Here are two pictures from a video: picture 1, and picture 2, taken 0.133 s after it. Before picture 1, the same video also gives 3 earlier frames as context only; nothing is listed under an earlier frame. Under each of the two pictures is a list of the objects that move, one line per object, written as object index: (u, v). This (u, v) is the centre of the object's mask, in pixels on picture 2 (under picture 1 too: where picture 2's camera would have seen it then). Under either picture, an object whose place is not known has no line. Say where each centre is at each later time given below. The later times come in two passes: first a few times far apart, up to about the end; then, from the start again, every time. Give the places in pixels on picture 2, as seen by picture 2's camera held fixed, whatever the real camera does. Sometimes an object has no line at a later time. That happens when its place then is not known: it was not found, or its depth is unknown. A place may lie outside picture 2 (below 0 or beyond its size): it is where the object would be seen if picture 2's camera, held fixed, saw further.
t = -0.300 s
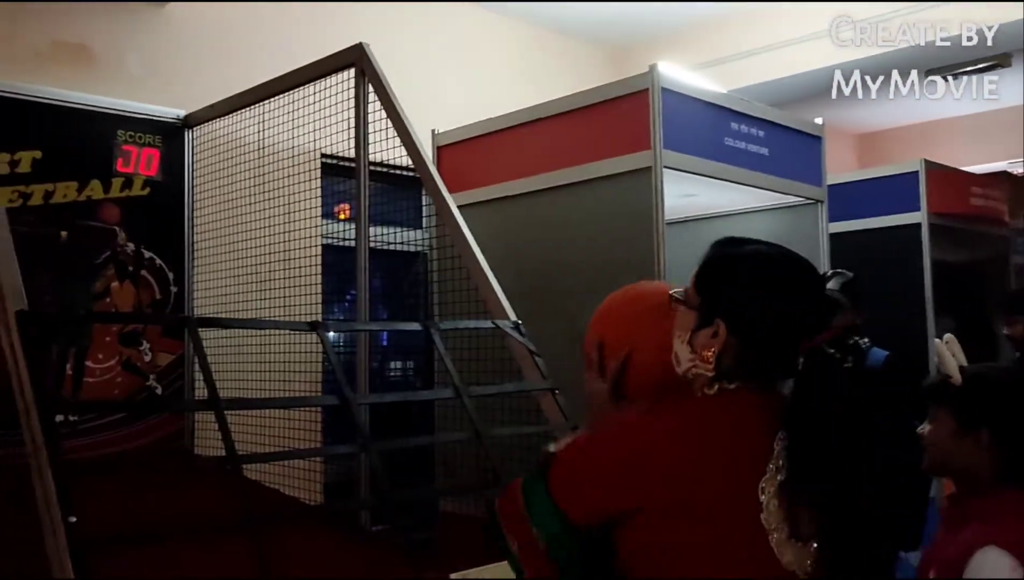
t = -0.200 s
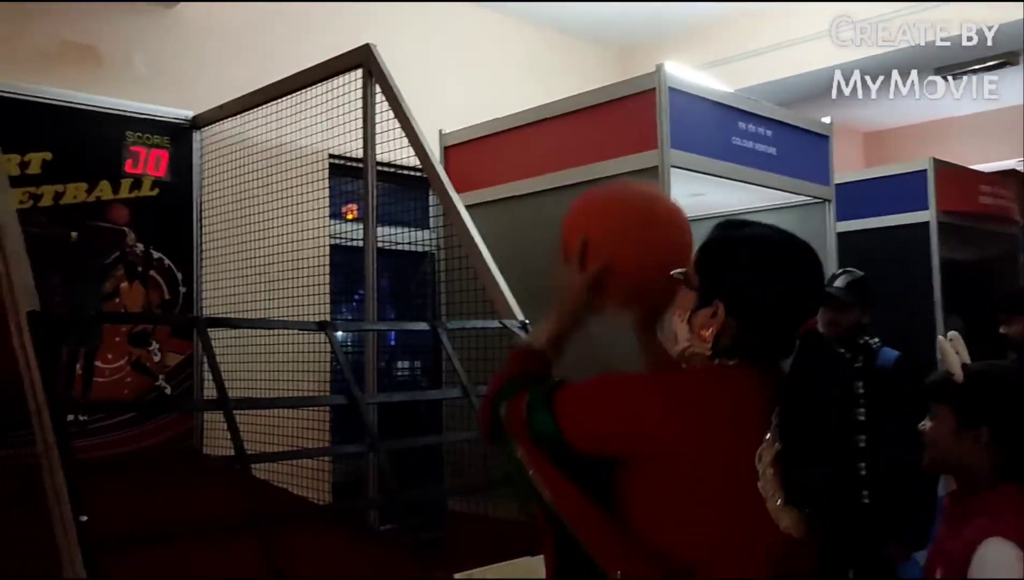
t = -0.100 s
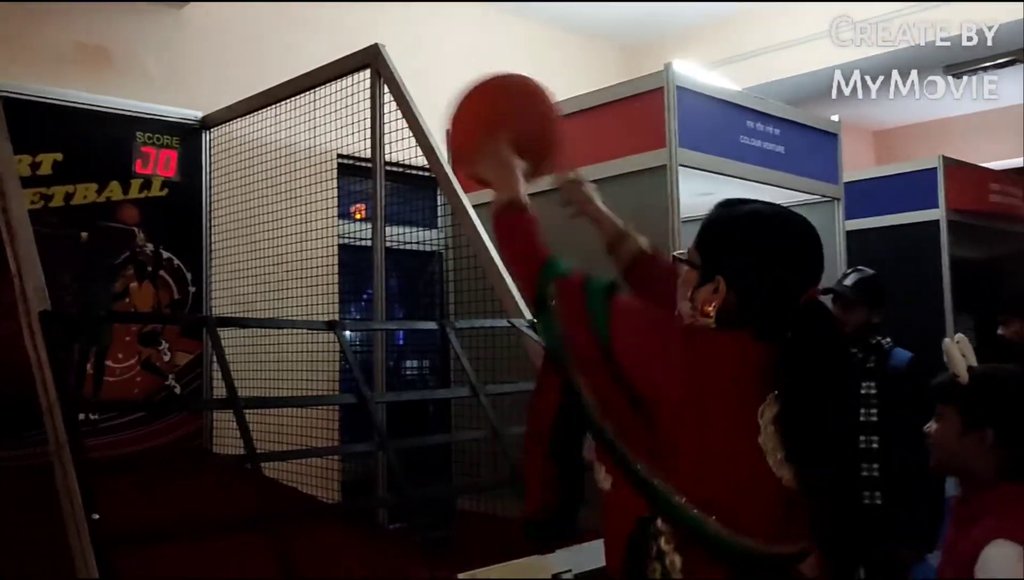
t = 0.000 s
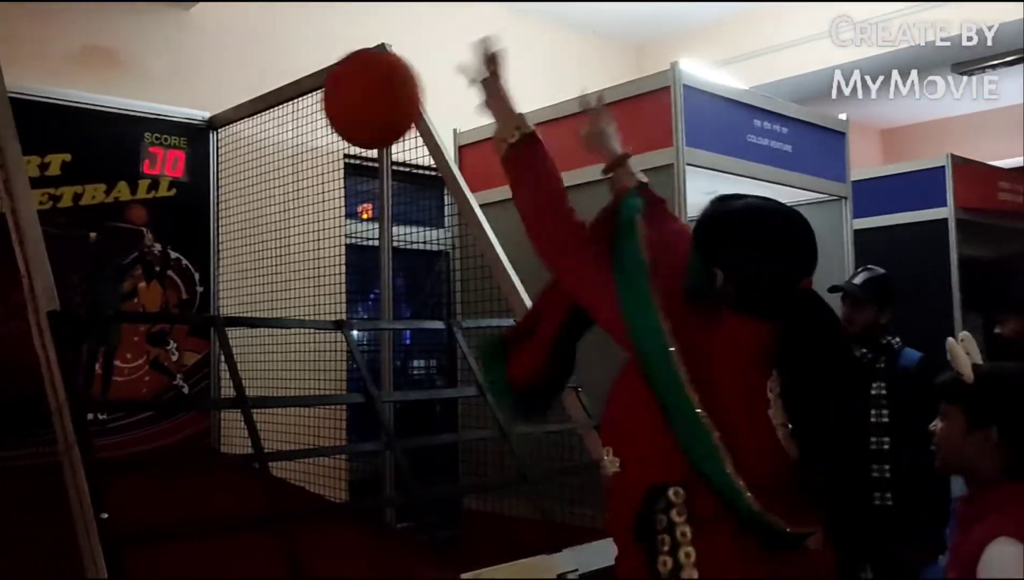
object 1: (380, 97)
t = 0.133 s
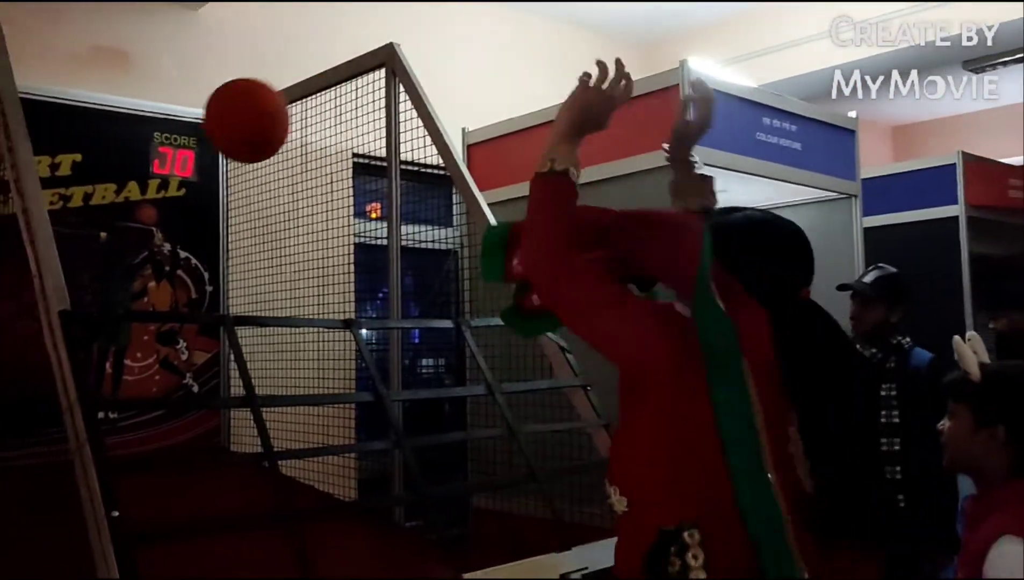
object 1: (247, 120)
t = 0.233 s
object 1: (172, 168)
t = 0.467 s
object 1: (230, 205)
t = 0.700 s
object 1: (374, 281)
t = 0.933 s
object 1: (273, 303)
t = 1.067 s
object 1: (229, 376)
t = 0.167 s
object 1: (220, 134)
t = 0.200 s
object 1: (195, 150)
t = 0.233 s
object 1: (172, 168)
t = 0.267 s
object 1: (150, 191)
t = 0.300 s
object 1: (130, 212)
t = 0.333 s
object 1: (142, 212)
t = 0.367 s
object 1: (160, 206)
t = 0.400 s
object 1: (181, 203)
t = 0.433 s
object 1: (205, 202)
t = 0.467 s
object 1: (230, 205)
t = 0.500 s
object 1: (257, 213)
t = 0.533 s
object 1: (285, 225)
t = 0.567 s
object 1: (313, 241)
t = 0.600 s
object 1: (346, 263)
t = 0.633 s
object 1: (381, 285)
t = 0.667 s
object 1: (392, 287)
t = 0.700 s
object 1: (374, 281)
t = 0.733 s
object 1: (357, 276)
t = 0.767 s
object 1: (341, 271)
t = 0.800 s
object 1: (326, 271)
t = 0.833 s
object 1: (312, 275)
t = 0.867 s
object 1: (298, 281)
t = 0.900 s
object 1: (286, 287)
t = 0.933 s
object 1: (273, 303)
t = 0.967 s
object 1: (263, 324)
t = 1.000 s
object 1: (250, 348)
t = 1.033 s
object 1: (240, 362)
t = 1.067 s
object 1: (229, 376)
